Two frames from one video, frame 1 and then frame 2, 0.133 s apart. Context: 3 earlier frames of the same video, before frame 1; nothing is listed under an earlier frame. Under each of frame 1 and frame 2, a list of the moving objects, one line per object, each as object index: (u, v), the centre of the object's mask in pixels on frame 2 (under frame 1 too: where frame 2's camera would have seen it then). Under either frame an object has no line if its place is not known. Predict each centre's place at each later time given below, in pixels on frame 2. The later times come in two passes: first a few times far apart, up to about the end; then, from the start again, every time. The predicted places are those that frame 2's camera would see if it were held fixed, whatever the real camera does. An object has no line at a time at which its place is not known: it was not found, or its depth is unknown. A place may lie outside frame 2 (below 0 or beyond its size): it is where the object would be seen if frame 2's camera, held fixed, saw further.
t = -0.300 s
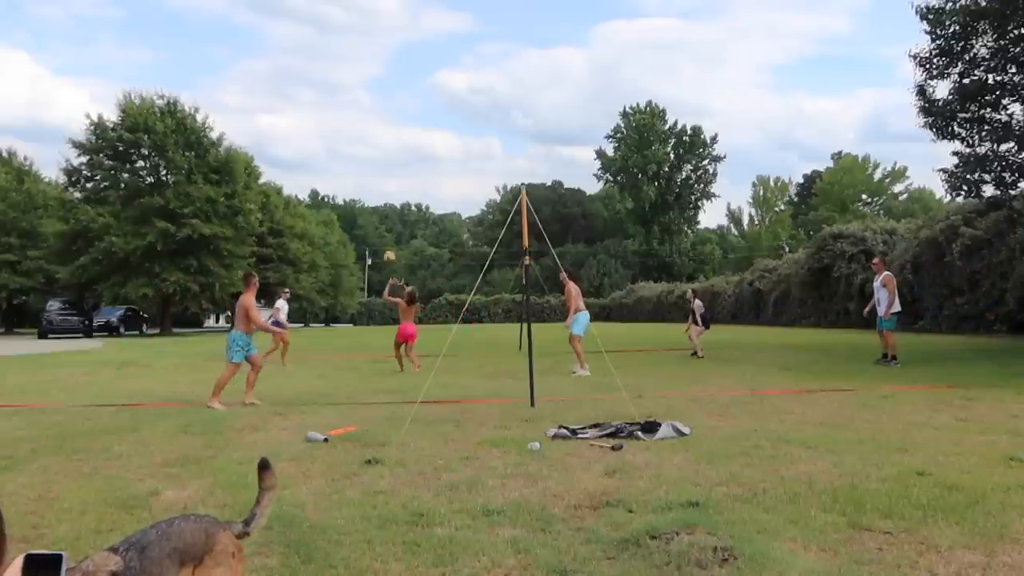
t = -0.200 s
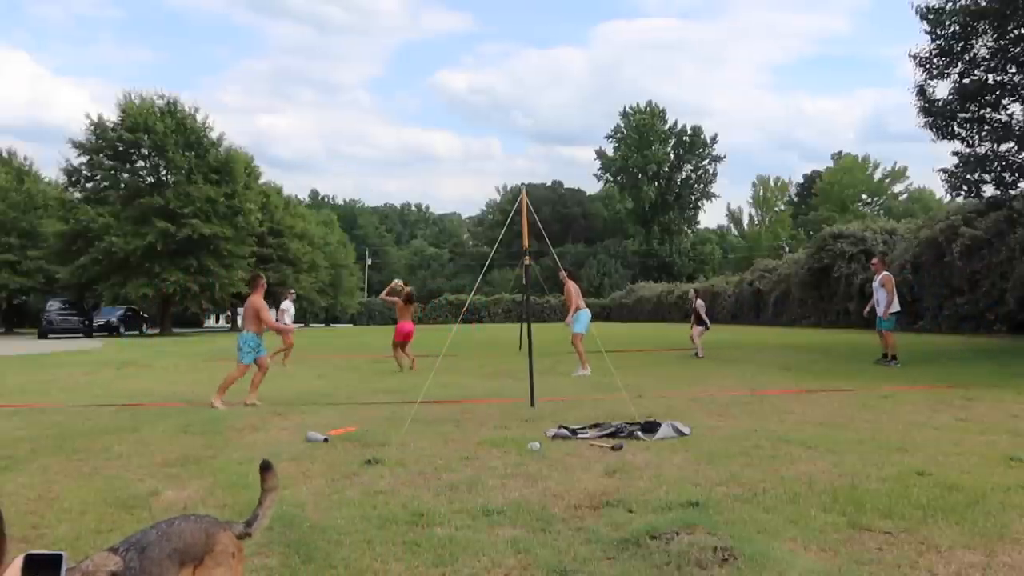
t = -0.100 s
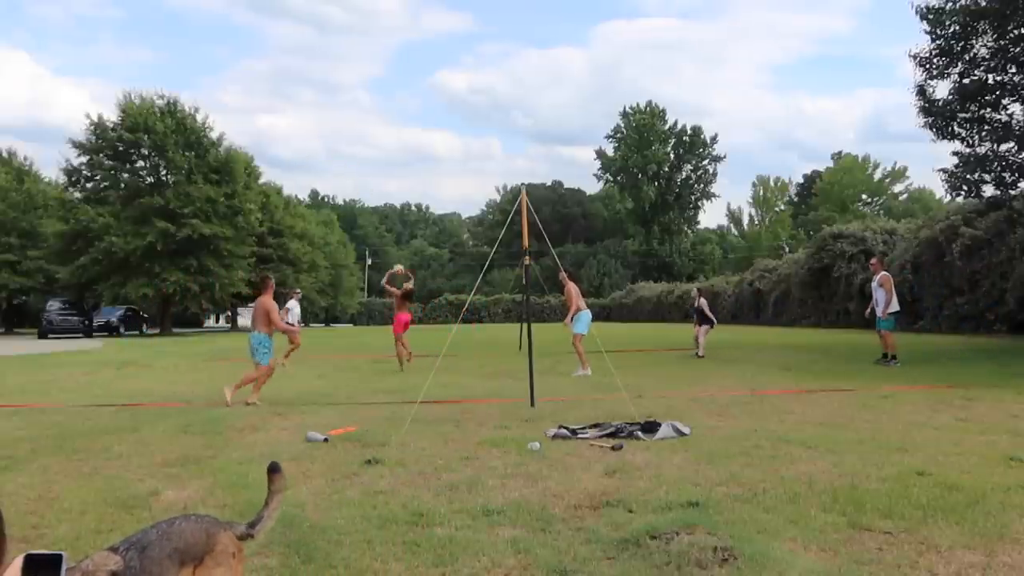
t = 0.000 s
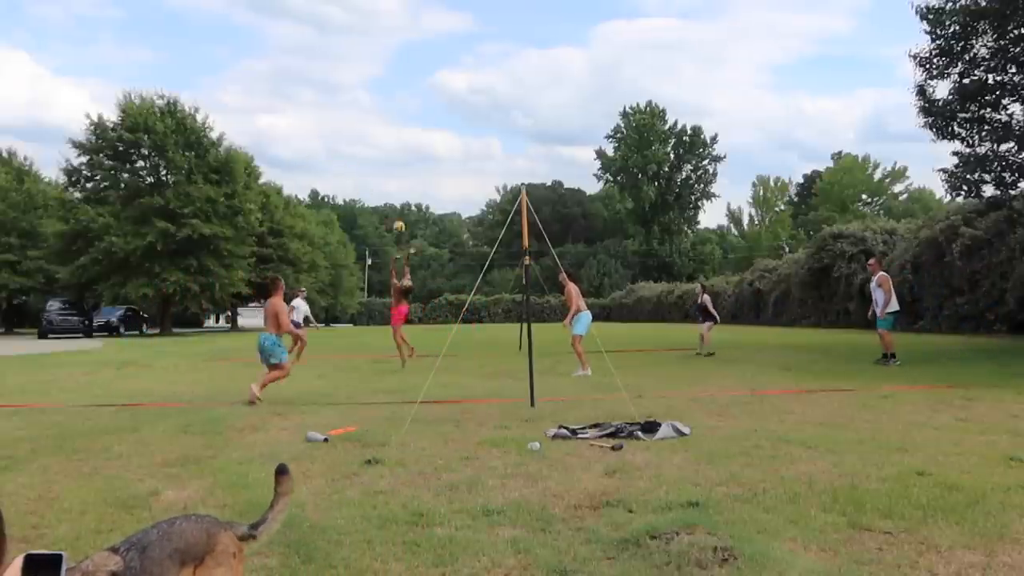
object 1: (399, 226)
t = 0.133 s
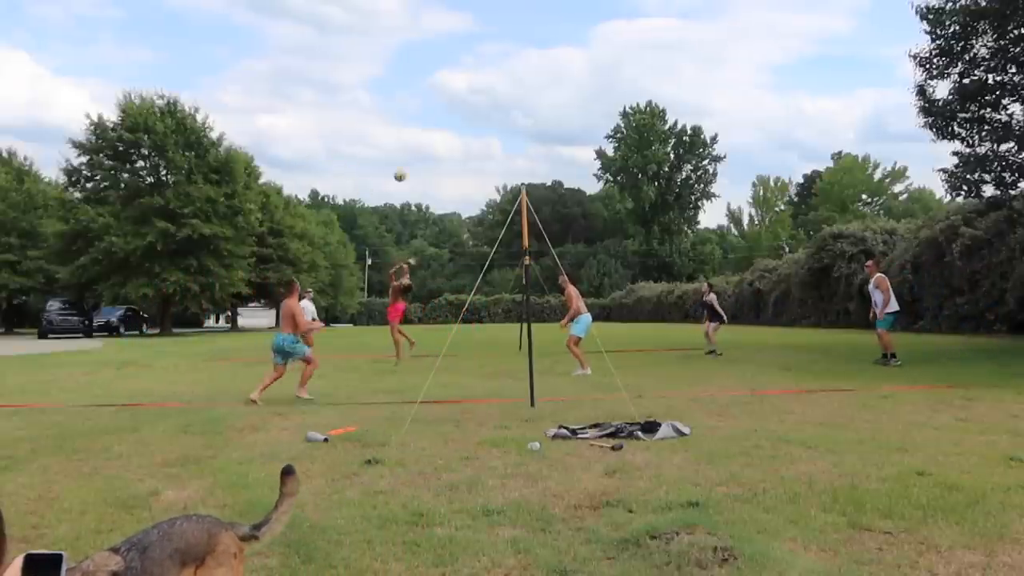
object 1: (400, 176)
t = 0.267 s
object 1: (400, 134)
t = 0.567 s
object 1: (403, 73)
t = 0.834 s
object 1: (406, 64)
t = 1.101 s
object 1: (408, 101)
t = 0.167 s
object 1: (400, 164)
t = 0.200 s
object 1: (400, 153)
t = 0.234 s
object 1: (400, 143)
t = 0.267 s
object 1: (400, 134)
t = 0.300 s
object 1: (401, 124)
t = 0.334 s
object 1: (401, 115)
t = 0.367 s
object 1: (401, 108)
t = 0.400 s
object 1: (401, 101)
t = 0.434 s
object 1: (402, 94)
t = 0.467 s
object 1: (402, 88)
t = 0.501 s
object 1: (403, 82)
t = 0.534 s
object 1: (403, 77)
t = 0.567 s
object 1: (403, 73)
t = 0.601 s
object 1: (404, 70)
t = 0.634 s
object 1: (404, 67)
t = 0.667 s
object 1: (404, 64)
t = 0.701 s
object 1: (404, 63)
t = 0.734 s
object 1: (405, 62)
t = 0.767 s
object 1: (405, 62)
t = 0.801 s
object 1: (406, 62)
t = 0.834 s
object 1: (406, 64)
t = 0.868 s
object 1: (406, 66)
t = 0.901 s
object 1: (407, 68)
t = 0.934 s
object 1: (407, 72)
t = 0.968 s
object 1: (407, 76)
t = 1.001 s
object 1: (408, 81)
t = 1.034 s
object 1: (408, 87)
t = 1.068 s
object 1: (408, 94)
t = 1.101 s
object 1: (408, 101)
